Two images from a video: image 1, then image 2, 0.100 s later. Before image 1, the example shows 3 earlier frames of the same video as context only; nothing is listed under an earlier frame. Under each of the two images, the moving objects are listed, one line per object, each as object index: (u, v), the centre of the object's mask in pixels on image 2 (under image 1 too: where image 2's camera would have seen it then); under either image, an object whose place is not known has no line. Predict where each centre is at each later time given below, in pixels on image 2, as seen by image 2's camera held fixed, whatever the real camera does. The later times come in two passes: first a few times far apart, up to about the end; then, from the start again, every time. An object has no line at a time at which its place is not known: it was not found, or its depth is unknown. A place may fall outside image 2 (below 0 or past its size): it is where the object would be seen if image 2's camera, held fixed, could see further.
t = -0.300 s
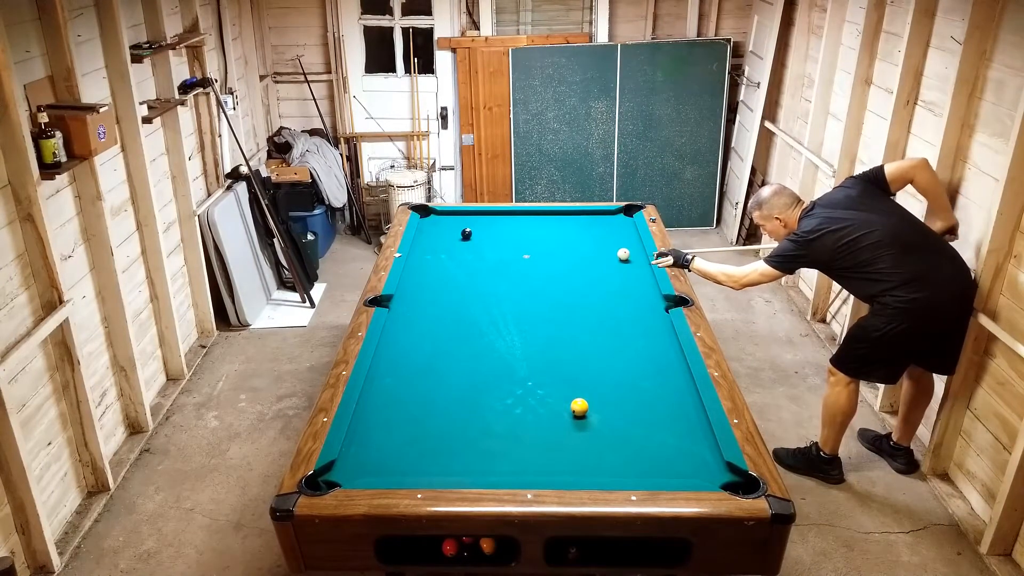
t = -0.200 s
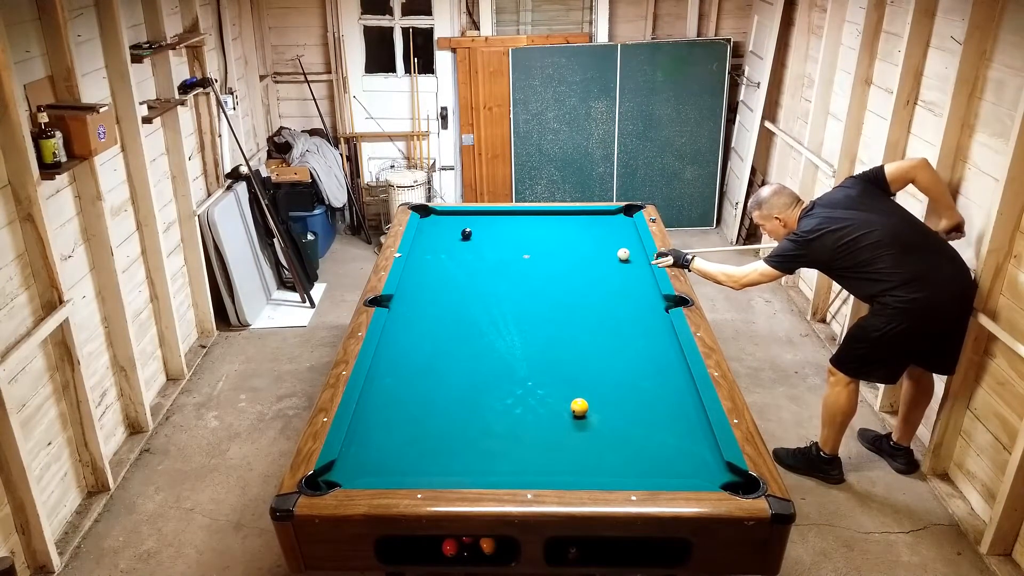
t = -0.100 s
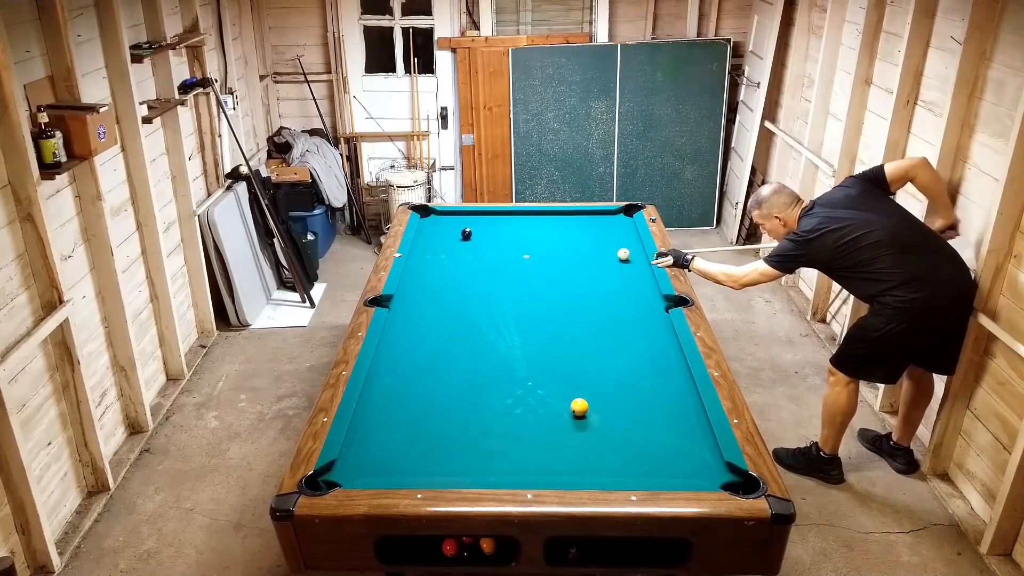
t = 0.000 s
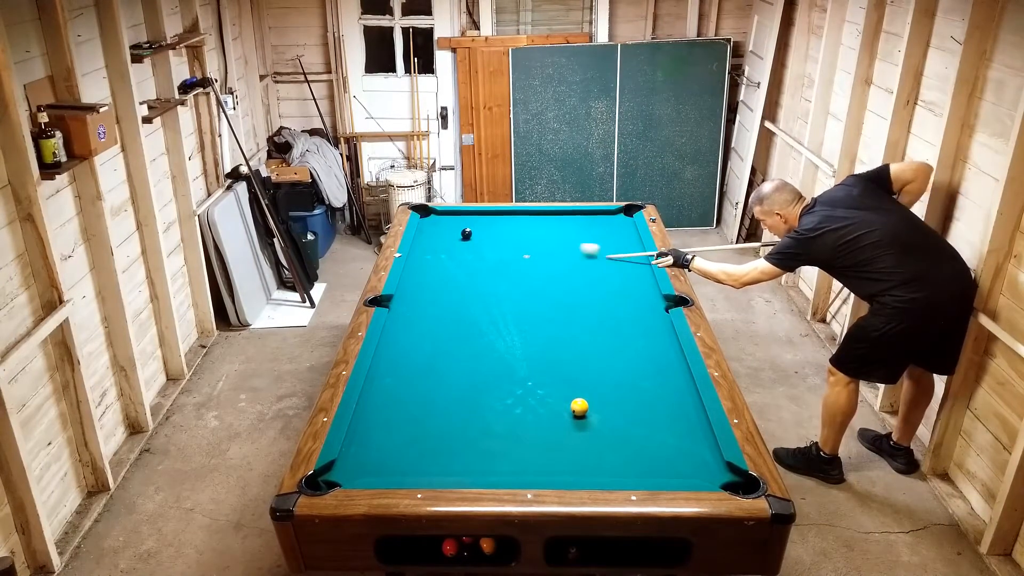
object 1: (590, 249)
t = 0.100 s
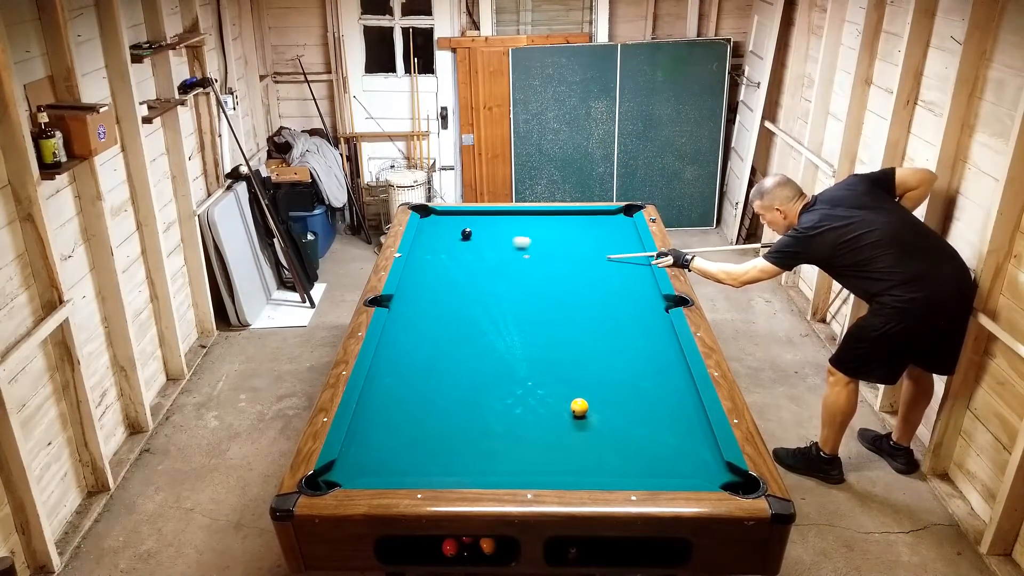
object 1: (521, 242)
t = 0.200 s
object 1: (467, 239)
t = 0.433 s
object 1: (419, 252)
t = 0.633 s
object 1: (443, 263)
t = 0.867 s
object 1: (470, 275)
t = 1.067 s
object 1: (494, 286)
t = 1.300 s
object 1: (524, 299)
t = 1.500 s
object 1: (550, 310)
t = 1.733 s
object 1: (582, 324)
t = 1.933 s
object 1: (611, 336)
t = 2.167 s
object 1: (645, 352)
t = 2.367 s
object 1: (676, 366)
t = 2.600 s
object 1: (671, 377)
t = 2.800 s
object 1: (661, 386)
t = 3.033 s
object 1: (650, 396)
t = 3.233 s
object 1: (641, 404)
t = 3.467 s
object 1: (630, 413)
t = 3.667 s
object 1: (621, 420)
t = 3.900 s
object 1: (611, 428)
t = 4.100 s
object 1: (602, 434)
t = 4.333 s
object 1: (593, 439)
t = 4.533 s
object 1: (586, 445)
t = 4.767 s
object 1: (580, 450)
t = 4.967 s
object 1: (574, 454)
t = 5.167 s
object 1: (570, 457)
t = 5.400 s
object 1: (565, 459)
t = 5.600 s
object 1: (562, 461)
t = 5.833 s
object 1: (559, 462)
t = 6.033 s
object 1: (558, 462)
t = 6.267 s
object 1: (558, 462)
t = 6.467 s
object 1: (558, 462)
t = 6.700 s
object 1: (558, 462)
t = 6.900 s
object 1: (558, 461)
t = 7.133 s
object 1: (558, 462)
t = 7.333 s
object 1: (558, 462)
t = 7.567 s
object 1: (558, 462)
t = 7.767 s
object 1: (558, 462)
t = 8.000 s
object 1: (558, 462)
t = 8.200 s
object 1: (558, 462)
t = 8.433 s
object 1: (558, 462)
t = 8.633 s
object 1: (558, 462)
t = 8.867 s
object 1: (558, 462)
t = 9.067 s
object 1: (558, 462)
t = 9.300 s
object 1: (558, 462)
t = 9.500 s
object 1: (558, 462)
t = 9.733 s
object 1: (558, 462)
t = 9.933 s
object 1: (558, 461)
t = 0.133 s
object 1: (501, 240)
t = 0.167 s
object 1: (481, 238)
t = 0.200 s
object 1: (467, 239)
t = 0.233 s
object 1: (457, 241)
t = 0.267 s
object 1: (448, 243)
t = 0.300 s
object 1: (438, 245)
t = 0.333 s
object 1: (430, 247)
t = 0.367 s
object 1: (422, 249)
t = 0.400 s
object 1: (415, 251)
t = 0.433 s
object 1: (419, 252)
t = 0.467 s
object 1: (423, 254)
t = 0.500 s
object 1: (428, 256)
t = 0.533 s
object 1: (431, 257)
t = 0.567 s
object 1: (435, 259)
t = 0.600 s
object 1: (439, 261)
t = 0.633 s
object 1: (443, 263)
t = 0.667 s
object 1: (446, 264)
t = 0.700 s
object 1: (450, 266)
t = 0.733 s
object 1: (454, 268)
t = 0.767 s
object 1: (458, 270)
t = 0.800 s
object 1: (462, 271)
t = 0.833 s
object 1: (466, 273)
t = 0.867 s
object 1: (470, 275)
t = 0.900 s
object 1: (474, 276)
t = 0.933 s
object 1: (478, 279)
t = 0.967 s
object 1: (482, 280)
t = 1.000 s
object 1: (486, 282)
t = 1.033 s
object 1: (490, 284)
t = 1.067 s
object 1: (494, 286)
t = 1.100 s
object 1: (499, 288)
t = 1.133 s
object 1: (503, 290)
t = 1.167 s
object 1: (507, 292)
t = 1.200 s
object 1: (511, 293)
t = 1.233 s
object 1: (515, 295)
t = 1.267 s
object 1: (520, 297)
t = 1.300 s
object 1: (524, 299)
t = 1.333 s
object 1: (528, 301)
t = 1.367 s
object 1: (533, 303)
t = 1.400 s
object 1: (537, 304)
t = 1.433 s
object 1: (541, 307)
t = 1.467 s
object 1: (546, 308)
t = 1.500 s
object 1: (550, 310)
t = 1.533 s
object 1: (555, 312)
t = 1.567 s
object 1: (560, 314)
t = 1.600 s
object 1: (564, 315)
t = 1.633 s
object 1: (568, 317)
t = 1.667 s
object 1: (573, 320)
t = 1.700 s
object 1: (578, 322)
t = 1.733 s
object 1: (582, 324)
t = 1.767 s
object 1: (587, 326)
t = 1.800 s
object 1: (592, 328)
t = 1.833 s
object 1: (596, 330)
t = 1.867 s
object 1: (601, 332)
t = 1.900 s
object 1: (606, 334)
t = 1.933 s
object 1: (611, 336)
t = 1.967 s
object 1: (616, 339)
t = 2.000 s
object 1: (621, 341)
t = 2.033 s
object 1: (625, 343)
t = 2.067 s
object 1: (630, 345)
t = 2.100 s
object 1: (635, 348)
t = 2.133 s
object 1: (640, 350)
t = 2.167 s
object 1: (645, 352)
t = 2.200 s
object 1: (651, 354)
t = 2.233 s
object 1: (655, 357)
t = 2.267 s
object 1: (661, 359)
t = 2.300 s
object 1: (666, 361)
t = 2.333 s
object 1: (671, 364)
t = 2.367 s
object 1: (676, 366)
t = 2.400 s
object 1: (681, 368)
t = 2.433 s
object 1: (680, 370)
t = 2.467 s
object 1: (678, 371)
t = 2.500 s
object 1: (676, 373)
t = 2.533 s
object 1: (674, 374)
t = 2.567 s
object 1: (673, 376)
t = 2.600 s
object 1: (671, 377)
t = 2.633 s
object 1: (669, 379)
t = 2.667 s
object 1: (668, 380)
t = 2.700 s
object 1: (666, 382)
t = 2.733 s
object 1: (664, 383)
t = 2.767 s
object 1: (663, 384)
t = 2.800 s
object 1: (661, 386)
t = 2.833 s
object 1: (659, 387)
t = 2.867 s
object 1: (658, 389)
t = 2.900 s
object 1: (656, 391)
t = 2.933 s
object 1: (654, 392)
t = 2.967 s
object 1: (653, 393)
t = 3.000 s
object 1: (651, 395)
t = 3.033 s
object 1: (650, 396)
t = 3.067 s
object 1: (648, 397)
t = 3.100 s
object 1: (647, 398)
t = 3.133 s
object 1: (645, 400)
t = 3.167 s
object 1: (643, 401)
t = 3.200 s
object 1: (642, 402)
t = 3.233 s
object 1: (641, 404)
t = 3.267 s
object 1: (639, 406)
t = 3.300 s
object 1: (637, 407)
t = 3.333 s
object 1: (636, 408)
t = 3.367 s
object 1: (634, 409)
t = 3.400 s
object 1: (633, 411)
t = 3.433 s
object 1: (631, 412)
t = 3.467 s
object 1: (630, 413)
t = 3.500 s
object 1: (628, 414)
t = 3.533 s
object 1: (627, 415)
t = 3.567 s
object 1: (625, 416)
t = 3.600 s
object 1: (624, 418)
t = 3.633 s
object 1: (622, 419)
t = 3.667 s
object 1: (621, 420)
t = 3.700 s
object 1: (619, 421)
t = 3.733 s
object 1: (618, 422)
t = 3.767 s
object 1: (616, 424)
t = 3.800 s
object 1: (615, 425)
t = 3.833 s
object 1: (614, 426)
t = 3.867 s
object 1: (612, 427)
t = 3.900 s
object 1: (611, 428)
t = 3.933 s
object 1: (609, 428)
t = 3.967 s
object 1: (608, 430)
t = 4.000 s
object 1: (606, 431)
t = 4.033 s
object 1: (605, 431)
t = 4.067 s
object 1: (604, 432)
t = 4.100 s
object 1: (602, 434)
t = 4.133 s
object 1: (601, 434)
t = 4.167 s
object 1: (600, 435)
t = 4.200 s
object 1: (599, 436)
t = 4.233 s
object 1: (597, 438)
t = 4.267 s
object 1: (596, 438)
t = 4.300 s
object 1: (595, 439)
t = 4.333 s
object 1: (593, 439)
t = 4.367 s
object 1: (592, 440)
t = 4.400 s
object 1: (591, 441)
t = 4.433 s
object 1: (590, 443)
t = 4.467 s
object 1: (589, 444)
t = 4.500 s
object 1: (588, 444)
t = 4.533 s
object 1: (586, 445)
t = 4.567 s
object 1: (586, 445)
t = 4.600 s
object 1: (584, 447)
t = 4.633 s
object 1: (583, 447)
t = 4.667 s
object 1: (582, 448)
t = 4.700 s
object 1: (581, 449)
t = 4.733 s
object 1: (580, 450)
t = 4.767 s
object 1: (580, 450)
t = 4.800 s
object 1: (579, 451)
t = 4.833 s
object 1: (578, 451)
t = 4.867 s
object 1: (577, 452)
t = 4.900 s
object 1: (576, 452)
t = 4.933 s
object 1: (575, 453)
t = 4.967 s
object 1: (574, 454)
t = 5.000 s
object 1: (574, 454)
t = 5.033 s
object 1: (573, 455)
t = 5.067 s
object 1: (572, 455)
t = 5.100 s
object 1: (571, 456)
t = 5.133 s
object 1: (570, 456)
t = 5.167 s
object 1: (570, 457)
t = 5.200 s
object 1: (569, 457)
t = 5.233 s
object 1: (568, 458)
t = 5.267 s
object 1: (568, 458)
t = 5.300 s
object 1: (567, 458)
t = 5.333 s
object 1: (567, 458)
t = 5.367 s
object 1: (566, 459)
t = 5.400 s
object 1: (565, 459)
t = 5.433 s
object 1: (564, 460)
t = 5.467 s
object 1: (564, 460)
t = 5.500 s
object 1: (563, 460)
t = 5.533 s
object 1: (563, 460)
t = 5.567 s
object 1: (562, 461)
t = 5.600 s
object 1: (562, 461)
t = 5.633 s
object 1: (562, 461)
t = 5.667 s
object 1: (561, 461)
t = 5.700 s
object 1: (561, 461)
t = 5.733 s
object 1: (560, 462)
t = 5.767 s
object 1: (560, 462)
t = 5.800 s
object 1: (560, 462)
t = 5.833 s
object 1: (559, 462)
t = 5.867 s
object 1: (559, 462)
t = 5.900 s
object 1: (559, 462)
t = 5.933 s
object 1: (558, 462)
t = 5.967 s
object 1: (558, 462)
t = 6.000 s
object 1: (558, 462)
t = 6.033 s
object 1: (558, 462)
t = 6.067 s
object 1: (558, 462)
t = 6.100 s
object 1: (558, 462)
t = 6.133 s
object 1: (558, 462)
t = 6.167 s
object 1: (558, 462)
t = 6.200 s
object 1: (558, 462)
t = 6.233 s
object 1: (558, 462)
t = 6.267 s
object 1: (558, 462)
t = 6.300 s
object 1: (558, 462)
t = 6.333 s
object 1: (558, 462)
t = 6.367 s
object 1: (558, 462)
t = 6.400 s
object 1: (558, 462)
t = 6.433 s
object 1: (558, 461)
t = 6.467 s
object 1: (558, 462)
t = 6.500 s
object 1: (558, 462)
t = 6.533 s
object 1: (558, 461)
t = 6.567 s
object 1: (558, 461)
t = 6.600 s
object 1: (558, 461)
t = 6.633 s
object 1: (558, 461)
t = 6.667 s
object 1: (558, 462)
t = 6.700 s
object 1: (558, 462)
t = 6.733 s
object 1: (558, 461)
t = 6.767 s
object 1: (558, 461)
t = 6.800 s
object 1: (558, 461)
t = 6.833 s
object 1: (558, 461)
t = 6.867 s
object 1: (558, 461)
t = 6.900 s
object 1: (558, 461)
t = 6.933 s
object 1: (558, 461)
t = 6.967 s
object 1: (558, 462)
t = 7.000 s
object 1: (558, 462)
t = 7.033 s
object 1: (558, 462)
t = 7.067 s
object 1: (558, 462)
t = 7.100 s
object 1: (558, 462)
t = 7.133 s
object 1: (558, 462)
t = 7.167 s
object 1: (558, 462)
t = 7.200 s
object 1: (558, 462)
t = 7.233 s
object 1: (558, 462)
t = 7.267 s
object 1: (558, 462)
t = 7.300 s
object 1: (558, 462)
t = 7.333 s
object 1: (558, 462)
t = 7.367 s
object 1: (558, 461)
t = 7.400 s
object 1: (558, 462)
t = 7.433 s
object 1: (558, 462)
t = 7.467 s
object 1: (558, 462)
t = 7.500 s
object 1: (558, 462)
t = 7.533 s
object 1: (558, 462)
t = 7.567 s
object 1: (558, 462)
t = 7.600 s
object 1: (558, 462)
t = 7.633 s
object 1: (558, 462)
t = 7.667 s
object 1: (558, 462)
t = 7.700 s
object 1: (558, 462)
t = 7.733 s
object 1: (558, 462)
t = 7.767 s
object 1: (558, 462)
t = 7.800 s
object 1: (558, 462)
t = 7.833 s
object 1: (558, 462)
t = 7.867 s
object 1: (558, 462)
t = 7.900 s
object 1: (558, 462)
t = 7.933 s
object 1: (558, 462)
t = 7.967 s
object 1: (558, 462)
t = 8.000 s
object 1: (558, 462)
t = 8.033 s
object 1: (558, 462)
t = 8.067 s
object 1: (558, 462)
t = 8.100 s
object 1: (558, 462)
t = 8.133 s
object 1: (558, 462)
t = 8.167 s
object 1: (558, 462)
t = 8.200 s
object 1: (558, 462)
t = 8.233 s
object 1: (558, 462)
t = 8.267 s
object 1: (558, 462)
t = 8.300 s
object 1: (558, 462)
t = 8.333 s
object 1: (558, 462)
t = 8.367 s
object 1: (558, 462)
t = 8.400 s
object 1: (558, 462)
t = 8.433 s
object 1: (558, 462)
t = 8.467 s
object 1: (558, 462)
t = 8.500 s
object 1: (558, 462)
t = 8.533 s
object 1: (558, 462)
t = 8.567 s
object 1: (558, 462)
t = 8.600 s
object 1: (558, 462)
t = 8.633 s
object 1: (558, 462)
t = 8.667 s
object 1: (558, 462)
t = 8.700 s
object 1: (558, 462)
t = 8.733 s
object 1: (558, 462)
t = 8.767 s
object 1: (558, 462)
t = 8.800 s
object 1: (558, 462)
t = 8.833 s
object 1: (558, 462)
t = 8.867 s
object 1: (558, 462)
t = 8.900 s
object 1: (558, 462)
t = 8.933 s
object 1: (558, 462)
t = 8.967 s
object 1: (558, 462)
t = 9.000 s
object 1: (558, 462)
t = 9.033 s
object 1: (558, 462)
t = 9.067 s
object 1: (558, 462)
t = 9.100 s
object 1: (558, 462)
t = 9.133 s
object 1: (558, 462)
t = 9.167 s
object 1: (558, 462)
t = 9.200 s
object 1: (558, 462)
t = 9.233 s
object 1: (558, 462)
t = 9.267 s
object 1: (558, 462)
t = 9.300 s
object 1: (558, 462)
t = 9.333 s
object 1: (558, 462)
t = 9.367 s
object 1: (558, 462)
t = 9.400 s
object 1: (558, 462)
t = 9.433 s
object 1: (558, 462)
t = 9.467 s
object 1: (558, 462)
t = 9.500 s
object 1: (558, 462)
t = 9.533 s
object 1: (558, 462)
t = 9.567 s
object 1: (558, 462)
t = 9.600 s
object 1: (558, 462)
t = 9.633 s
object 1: (558, 462)
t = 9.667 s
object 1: (558, 462)
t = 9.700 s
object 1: (558, 462)
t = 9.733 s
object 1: (558, 462)
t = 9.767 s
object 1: (558, 462)
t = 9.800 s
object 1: (558, 462)
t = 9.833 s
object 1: (558, 462)
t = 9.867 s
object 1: (558, 462)
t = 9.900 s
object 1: (558, 462)
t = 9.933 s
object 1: (558, 461)
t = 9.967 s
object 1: (558, 461)
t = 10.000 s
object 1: (558, 462)
